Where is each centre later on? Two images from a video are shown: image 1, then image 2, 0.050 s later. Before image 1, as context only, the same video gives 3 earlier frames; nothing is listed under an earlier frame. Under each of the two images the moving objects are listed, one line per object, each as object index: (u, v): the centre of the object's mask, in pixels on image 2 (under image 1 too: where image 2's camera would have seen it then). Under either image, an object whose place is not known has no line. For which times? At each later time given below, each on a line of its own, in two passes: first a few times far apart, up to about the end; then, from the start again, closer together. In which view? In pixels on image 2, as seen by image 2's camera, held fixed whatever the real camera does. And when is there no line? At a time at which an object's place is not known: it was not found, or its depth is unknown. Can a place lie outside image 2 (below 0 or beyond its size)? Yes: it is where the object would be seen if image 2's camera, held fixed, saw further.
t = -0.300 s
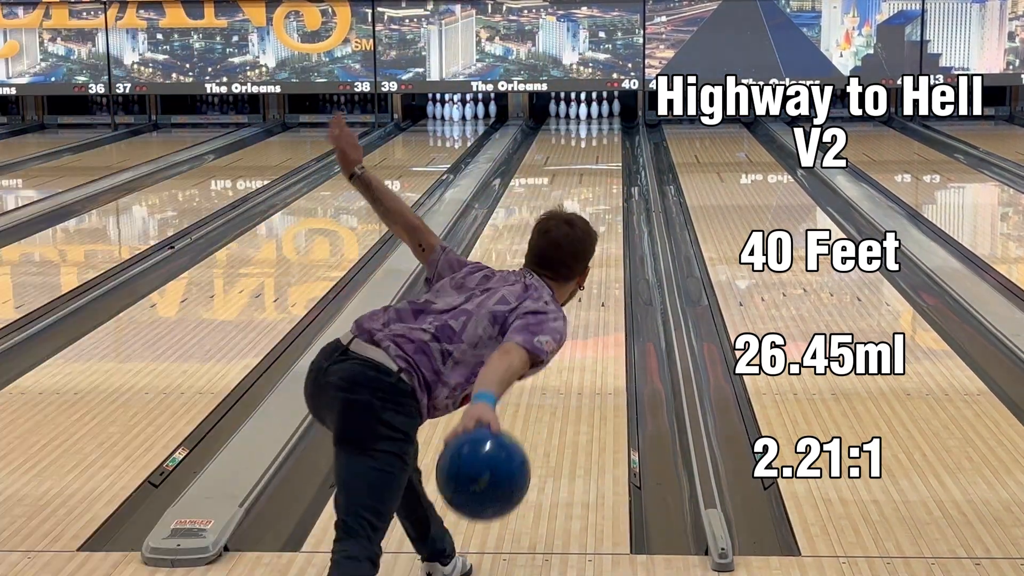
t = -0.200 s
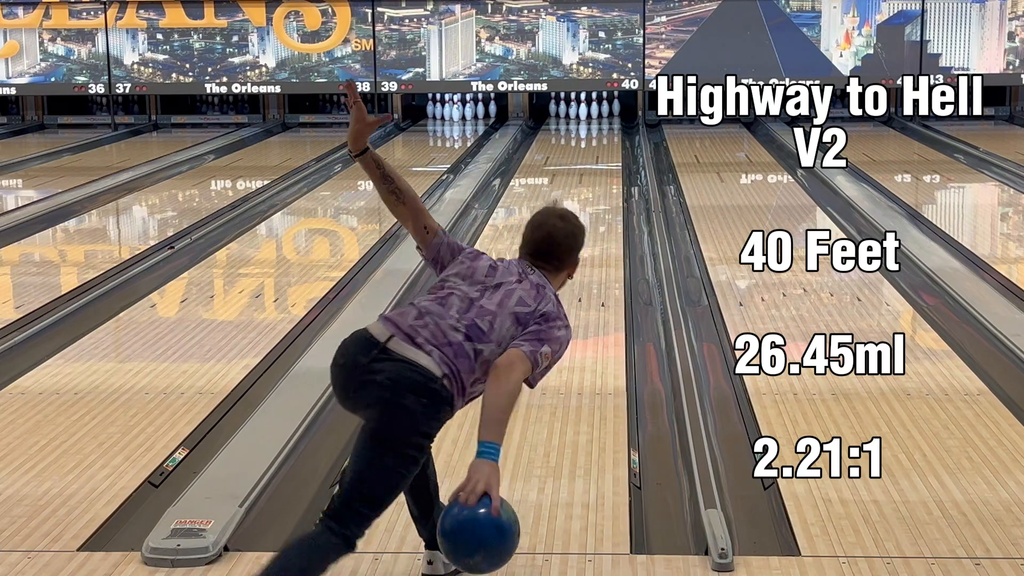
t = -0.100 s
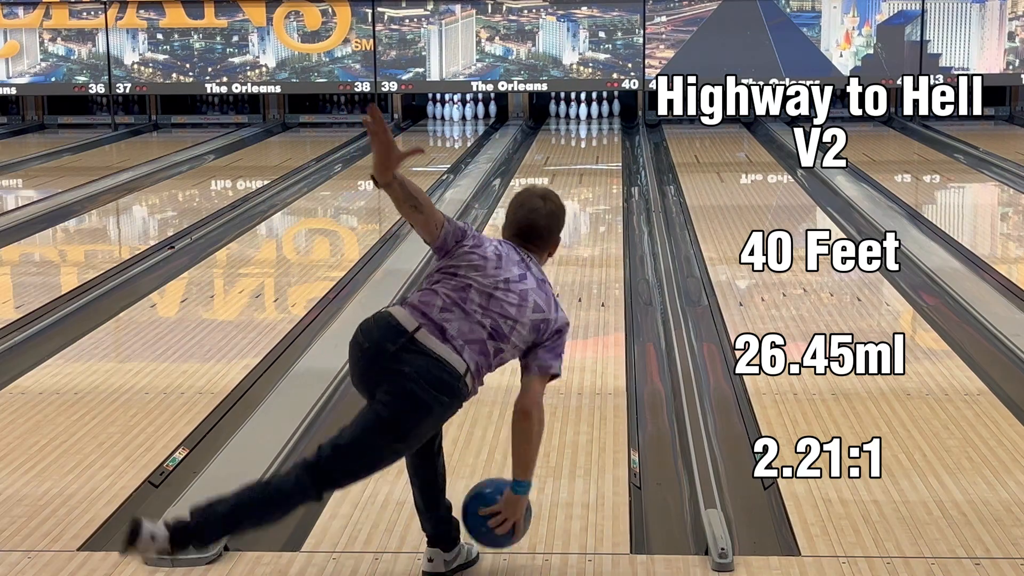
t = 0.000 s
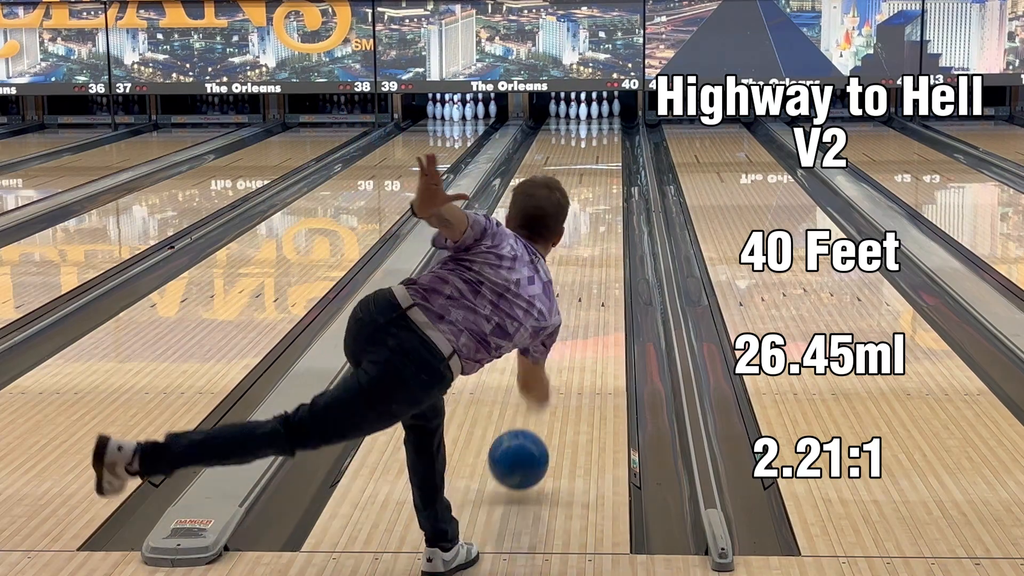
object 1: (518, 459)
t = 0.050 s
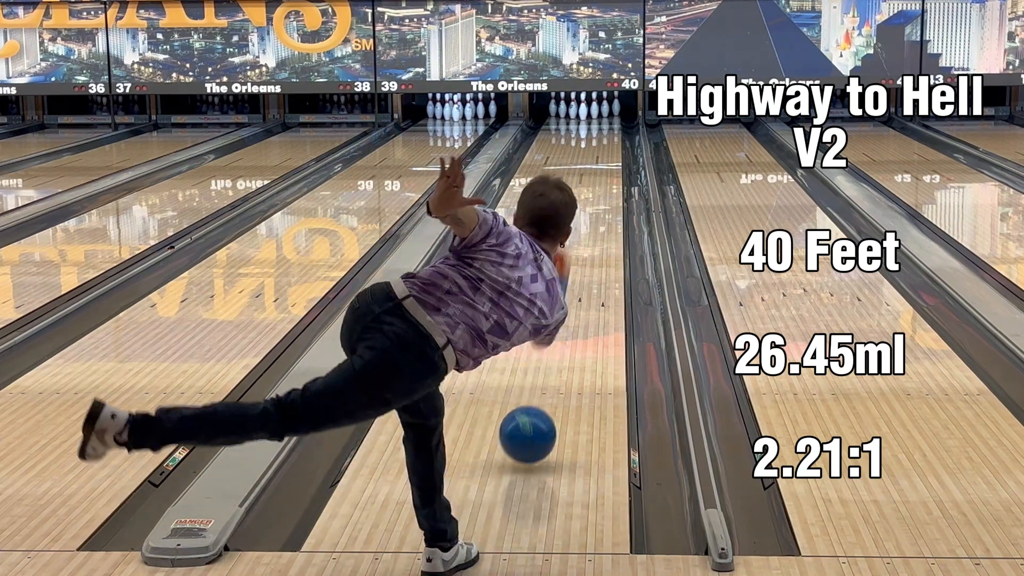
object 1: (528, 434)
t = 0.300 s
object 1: (560, 339)
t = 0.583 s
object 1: (591, 270)
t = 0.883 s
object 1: (594, 220)
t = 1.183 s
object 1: (602, 186)
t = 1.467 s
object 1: (606, 162)
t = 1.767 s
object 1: (606, 144)
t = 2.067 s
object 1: (600, 129)
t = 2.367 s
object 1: (588, 118)
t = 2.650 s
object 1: (574, 111)
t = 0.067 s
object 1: (530, 428)
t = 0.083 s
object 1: (533, 423)
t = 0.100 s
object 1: (536, 417)
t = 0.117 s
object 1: (538, 408)
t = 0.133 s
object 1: (541, 401)
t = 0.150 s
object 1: (543, 394)
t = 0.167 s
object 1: (545, 387)
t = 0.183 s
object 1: (547, 381)
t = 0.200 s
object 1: (549, 374)
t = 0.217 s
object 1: (551, 368)
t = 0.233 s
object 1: (553, 362)
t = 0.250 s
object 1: (555, 356)
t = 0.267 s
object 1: (556, 350)
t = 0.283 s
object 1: (558, 345)
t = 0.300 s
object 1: (560, 339)
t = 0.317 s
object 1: (561, 334)
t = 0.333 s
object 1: (563, 329)
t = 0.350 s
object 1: (564, 324)
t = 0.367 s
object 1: (566, 319)
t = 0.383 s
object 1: (567, 315)
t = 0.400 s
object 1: (569, 310)
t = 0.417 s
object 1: (570, 306)
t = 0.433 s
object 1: (571, 302)
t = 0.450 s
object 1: (572, 298)
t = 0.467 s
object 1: (573, 295)
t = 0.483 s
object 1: (570, 293)
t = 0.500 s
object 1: (566, 290)
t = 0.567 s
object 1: (591, 274)
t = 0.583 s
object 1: (591, 270)
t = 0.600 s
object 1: (591, 266)
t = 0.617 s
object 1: (591, 263)
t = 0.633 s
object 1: (591, 260)
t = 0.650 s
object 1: (591, 257)
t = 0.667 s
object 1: (591, 254)
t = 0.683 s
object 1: (591, 251)
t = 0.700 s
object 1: (591, 248)
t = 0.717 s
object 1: (591, 245)
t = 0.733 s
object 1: (591, 242)
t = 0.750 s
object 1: (592, 240)
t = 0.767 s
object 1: (592, 237)
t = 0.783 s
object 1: (592, 234)
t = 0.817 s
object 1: (593, 229)
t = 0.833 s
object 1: (593, 227)
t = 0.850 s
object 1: (594, 225)
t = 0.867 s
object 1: (594, 222)
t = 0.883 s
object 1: (594, 220)
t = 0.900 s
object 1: (595, 218)
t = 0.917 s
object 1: (595, 216)
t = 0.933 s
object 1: (596, 214)
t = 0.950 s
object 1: (596, 212)
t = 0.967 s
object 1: (597, 210)
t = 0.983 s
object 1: (597, 208)
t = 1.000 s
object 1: (598, 205)
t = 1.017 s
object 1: (598, 204)
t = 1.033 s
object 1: (599, 202)
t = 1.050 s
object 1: (599, 200)
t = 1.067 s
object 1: (600, 198)
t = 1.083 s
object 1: (600, 196)
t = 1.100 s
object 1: (600, 194)
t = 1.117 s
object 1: (601, 192)
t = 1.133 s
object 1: (601, 191)
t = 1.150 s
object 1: (601, 189)
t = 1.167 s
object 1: (602, 188)
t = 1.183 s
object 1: (602, 186)
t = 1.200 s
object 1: (602, 184)
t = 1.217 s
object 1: (603, 183)
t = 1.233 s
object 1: (603, 181)
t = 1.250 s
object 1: (603, 180)
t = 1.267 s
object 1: (603, 178)
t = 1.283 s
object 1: (604, 177)
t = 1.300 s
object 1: (604, 175)
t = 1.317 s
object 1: (604, 174)
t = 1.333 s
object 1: (605, 172)
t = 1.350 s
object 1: (605, 171)
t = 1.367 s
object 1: (605, 170)
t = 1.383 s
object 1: (605, 169)
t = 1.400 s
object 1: (605, 167)
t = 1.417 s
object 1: (606, 166)
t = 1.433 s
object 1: (605, 165)
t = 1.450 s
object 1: (605, 164)
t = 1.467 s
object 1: (606, 162)
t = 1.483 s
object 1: (606, 161)
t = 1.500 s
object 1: (606, 160)
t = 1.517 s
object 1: (606, 158)
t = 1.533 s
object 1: (613, 159)
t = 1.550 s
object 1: (607, 157)
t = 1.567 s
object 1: (606, 155)
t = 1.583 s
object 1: (606, 154)
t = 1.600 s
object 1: (607, 153)
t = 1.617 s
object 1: (607, 152)
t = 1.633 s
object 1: (607, 151)
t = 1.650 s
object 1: (607, 150)
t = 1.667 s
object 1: (607, 150)
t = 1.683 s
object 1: (607, 149)
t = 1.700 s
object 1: (607, 148)
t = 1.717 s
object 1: (607, 147)
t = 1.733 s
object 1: (606, 146)
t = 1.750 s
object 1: (606, 145)
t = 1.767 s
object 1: (606, 144)
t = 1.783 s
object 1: (606, 143)
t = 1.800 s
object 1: (606, 142)
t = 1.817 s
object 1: (606, 141)
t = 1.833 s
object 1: (606, 141)
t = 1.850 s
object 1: (605, 139)
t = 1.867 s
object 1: (605, 138)
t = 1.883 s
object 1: (605, 138)
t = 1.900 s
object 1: (605, 137)
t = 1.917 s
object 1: (604, 136)
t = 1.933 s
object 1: (604, 135)
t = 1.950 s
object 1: (604, 134)
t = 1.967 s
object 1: (603, 134)
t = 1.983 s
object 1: (603, 133)
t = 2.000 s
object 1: (602, 132)
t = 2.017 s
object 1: (601, 131)
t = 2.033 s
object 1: (601, 131)
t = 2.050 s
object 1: (600, 130)
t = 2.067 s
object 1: (600, 129)
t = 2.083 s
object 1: (599, 128)
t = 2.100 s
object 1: (599, 128)
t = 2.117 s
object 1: (599, 127)
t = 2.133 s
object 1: (598, 127)
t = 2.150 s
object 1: (597, 126)
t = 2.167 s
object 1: (597, 125)
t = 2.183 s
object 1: (596, 124)
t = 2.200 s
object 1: (596, 124)
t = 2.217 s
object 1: (595, 123)
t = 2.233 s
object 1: (595, 123)
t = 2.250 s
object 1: (594, 122)
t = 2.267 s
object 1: (593, 121)
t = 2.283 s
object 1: (592, 121)
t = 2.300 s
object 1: (591, 120)
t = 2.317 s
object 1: (590, 120)
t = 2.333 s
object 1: (590, 119)
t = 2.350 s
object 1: (589, 119)
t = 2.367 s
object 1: (588, 118)
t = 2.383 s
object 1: (587, 117)
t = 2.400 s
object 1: (586, 117)
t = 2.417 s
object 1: (585, 116)
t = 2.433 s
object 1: (585, 116)
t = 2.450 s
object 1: (584, 116)
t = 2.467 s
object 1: (583, 115)
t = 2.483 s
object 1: (582, 114)
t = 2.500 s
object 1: (581, 114)
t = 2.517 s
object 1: (580, 113)
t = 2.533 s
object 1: (579, 113)
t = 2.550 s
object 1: (578, 113)
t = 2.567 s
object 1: (577, 112)
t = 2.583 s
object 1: (576, 112)
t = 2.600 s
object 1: (575, 112)
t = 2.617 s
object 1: (575, 112)
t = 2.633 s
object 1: (575, 111)
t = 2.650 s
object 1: (574, 111)
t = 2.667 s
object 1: (574, 111)
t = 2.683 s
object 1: (573, 110)
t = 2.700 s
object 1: (572, 110)
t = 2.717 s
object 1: (572, 110)
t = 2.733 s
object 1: (571, 110)
